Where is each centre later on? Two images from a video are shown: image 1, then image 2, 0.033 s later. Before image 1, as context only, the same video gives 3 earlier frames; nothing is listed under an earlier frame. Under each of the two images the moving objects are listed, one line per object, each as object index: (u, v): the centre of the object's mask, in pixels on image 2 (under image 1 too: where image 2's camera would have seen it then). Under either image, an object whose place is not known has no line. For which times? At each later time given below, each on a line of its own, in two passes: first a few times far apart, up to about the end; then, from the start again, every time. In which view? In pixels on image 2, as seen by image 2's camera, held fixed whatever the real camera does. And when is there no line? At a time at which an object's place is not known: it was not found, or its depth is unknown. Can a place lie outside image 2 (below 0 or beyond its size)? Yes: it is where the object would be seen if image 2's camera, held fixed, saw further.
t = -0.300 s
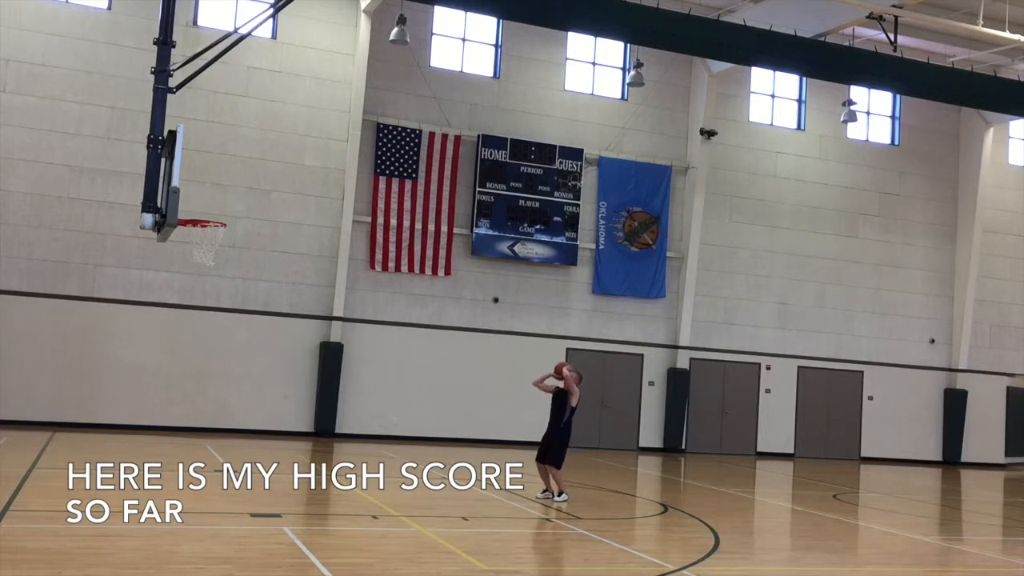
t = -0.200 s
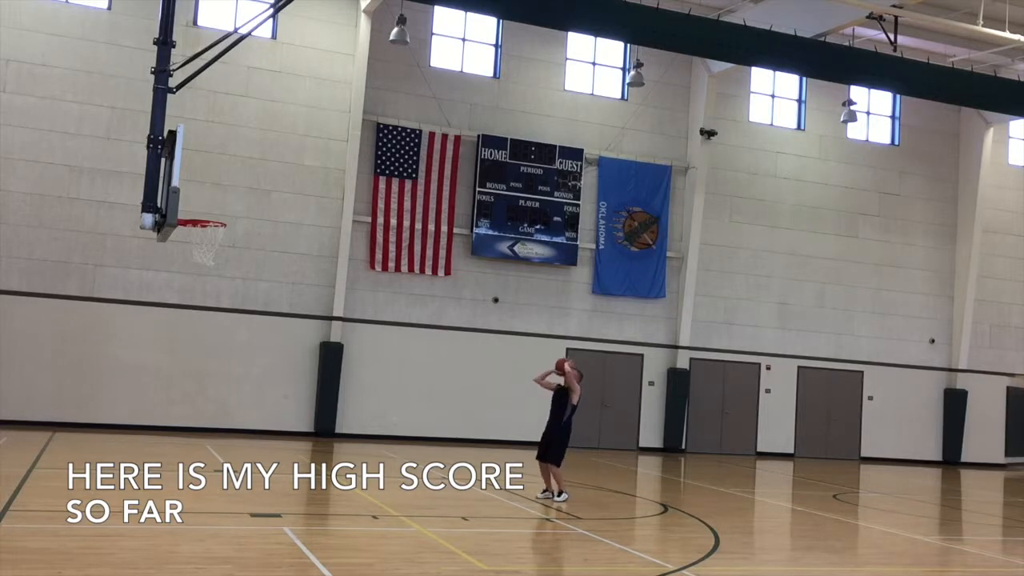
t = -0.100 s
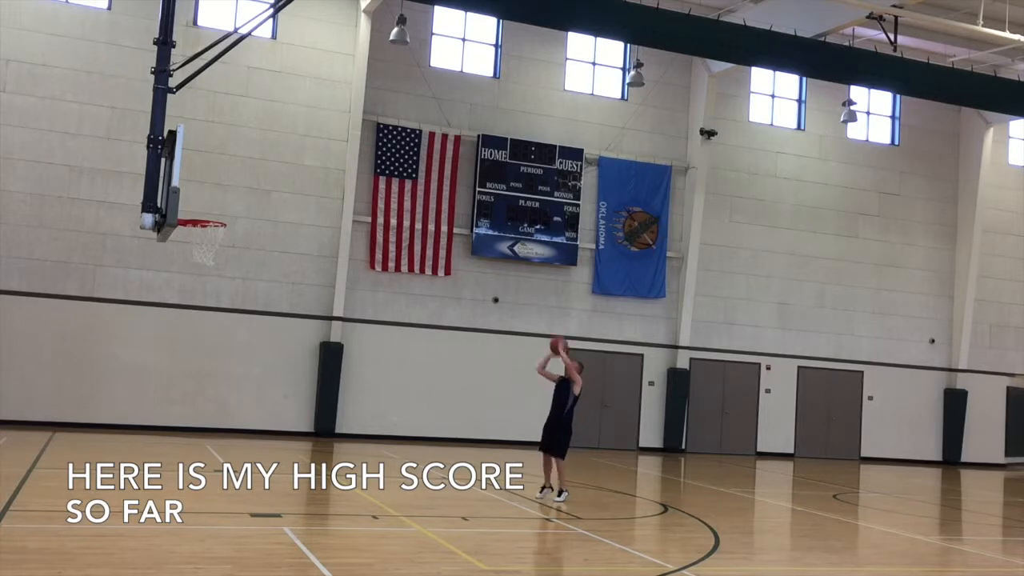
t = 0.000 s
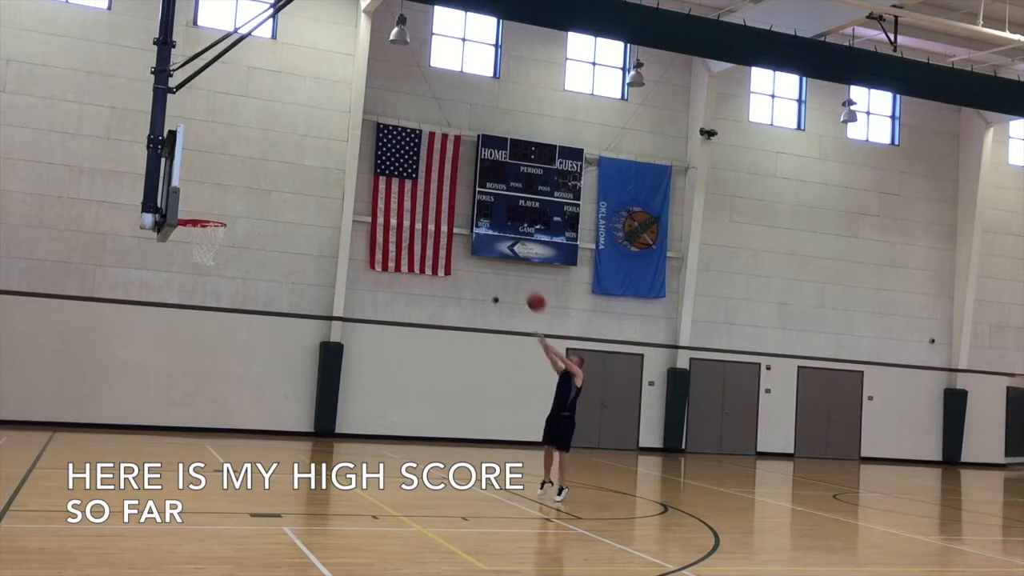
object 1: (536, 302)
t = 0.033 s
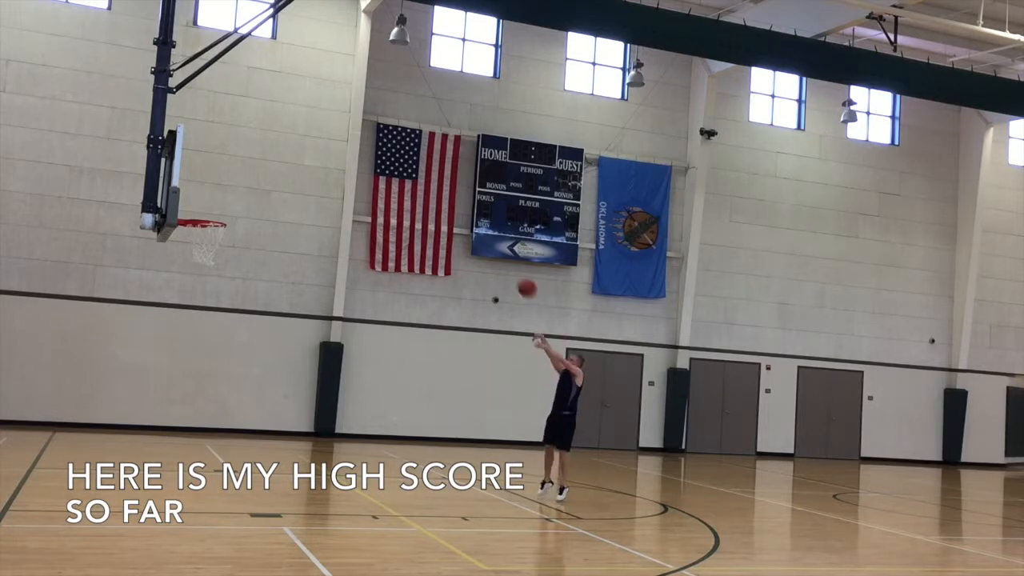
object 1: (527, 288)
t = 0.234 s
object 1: (469, 218)
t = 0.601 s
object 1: (355, 166)
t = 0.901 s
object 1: (251, 200)
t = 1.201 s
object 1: (243, 177)
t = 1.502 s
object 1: (257, 190)
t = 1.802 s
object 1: (264, 283)
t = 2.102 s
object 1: (265, 457)
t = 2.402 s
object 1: (277, 378)
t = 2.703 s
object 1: (286, 312)
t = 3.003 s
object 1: (287, 329)
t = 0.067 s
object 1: (518, 275)
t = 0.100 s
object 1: (508, 262)
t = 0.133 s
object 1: (498, 250)
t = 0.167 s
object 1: (489, 239)
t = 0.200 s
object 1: (479, 227)
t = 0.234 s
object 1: (469, 218)
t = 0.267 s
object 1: (458, 210)
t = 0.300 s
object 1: (450, 202)
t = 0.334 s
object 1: (439, 194)
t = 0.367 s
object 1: (429, 187)
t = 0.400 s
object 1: (419, 182)
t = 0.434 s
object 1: (408, 176)
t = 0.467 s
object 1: (399, 173)
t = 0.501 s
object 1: (388, 169)
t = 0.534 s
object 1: (377, 167)
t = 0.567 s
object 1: (366, 166)
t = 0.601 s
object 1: (355, 166)
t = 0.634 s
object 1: (344, 166)
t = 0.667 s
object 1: (333, 167)
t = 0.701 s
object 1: (322, 169)
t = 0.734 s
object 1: (311, 172)
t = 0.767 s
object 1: (299, 175)
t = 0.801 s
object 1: (287, 180)
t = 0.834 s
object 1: (276, 186)
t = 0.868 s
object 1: (264, 192)
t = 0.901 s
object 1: (251, 200)
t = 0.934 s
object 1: (239, 208)
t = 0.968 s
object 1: (229, 216)
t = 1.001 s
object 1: (230, 209)
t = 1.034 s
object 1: (233, 201)
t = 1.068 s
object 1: (235, 194)
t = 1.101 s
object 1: (237, 189)
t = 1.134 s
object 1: (239, 184)
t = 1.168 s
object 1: (241, 180)
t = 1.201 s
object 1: (243, 177)
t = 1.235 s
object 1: (245, 174)
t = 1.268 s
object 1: (246, 173)
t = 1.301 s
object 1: (248, 173)
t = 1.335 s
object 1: (250, 173)
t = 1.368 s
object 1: (251, 175)
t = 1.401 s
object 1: (253, 177)
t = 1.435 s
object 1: (254, 181)
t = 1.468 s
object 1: (256, 185)
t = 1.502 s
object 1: (257, 190)
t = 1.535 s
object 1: (258, 197)
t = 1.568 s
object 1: (259, 204)
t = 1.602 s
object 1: (260, 212)
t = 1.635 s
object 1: (261, 221)
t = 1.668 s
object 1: (262, 232)
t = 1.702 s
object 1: (262, 243)
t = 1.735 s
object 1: (263, 255)
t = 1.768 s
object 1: (264, 269)
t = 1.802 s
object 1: (264, 283)
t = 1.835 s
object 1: (264, 298)
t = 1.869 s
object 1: (265, 315)
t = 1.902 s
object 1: (265, 333)
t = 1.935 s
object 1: (265, 351)
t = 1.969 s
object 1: (265, 371)
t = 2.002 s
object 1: (265, 392)
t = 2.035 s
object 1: (265, 414)
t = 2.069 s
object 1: (266, 437)
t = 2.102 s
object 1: (265, 457)
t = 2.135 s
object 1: (264, 488)
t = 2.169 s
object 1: (265, 488)
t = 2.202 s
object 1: (270, 465)
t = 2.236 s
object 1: (269, 450)
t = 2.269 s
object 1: (271, 434)
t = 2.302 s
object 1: (273, 418)
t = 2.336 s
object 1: (274, 403)
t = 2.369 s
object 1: (276, 390)
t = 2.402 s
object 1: (277, 378)
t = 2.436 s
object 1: (278, 367)
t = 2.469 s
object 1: (280, 356)
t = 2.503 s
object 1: (281, 347)
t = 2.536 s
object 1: (282, 338)
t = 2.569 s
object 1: (283, 331)
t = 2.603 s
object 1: (284, 325)
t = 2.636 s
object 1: (284, 320)
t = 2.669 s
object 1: (285, 316)
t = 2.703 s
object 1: (286, 312)
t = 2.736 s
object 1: (286, 310)
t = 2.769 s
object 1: (287, 309)
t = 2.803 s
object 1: (287, 309)
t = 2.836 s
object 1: (287, 309)
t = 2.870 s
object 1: (287, 311)
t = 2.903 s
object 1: (287, 314)
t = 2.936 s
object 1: (287, 318)
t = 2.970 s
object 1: (287, 323)
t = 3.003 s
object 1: (287, 329)
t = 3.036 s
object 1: (287, 336)
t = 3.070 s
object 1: (286, 345)
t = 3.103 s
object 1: (286, 354)
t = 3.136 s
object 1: (285, 364)
